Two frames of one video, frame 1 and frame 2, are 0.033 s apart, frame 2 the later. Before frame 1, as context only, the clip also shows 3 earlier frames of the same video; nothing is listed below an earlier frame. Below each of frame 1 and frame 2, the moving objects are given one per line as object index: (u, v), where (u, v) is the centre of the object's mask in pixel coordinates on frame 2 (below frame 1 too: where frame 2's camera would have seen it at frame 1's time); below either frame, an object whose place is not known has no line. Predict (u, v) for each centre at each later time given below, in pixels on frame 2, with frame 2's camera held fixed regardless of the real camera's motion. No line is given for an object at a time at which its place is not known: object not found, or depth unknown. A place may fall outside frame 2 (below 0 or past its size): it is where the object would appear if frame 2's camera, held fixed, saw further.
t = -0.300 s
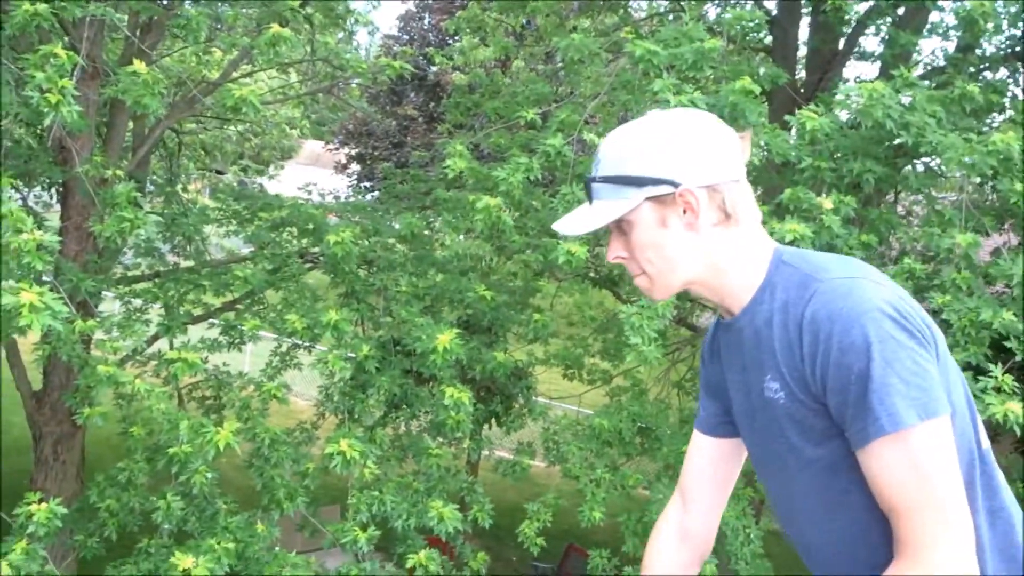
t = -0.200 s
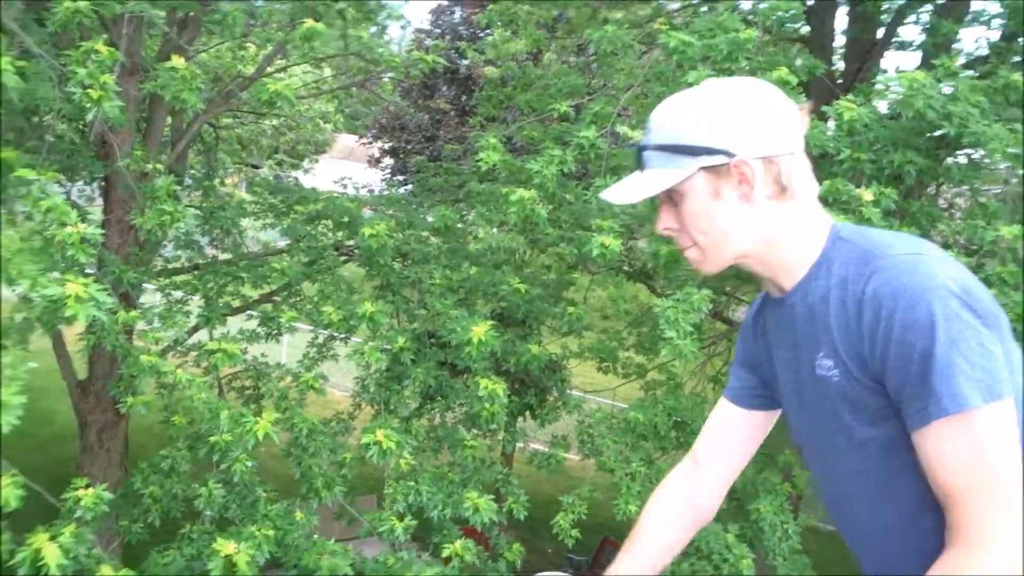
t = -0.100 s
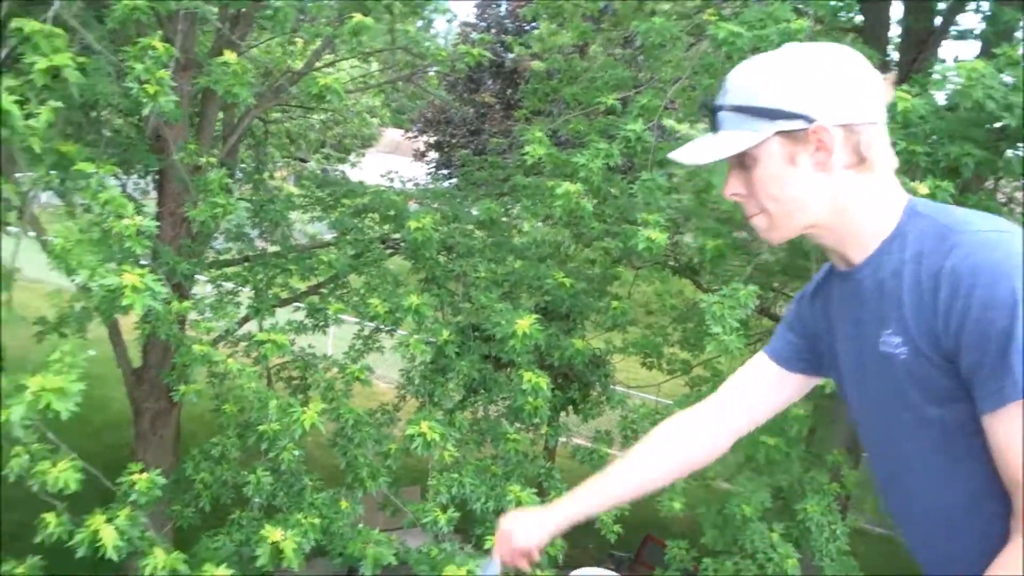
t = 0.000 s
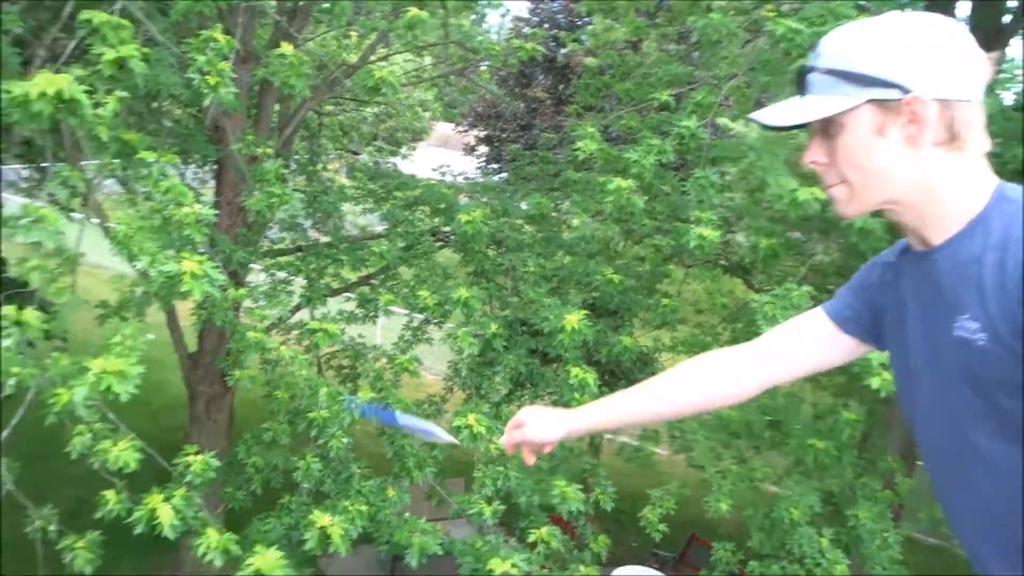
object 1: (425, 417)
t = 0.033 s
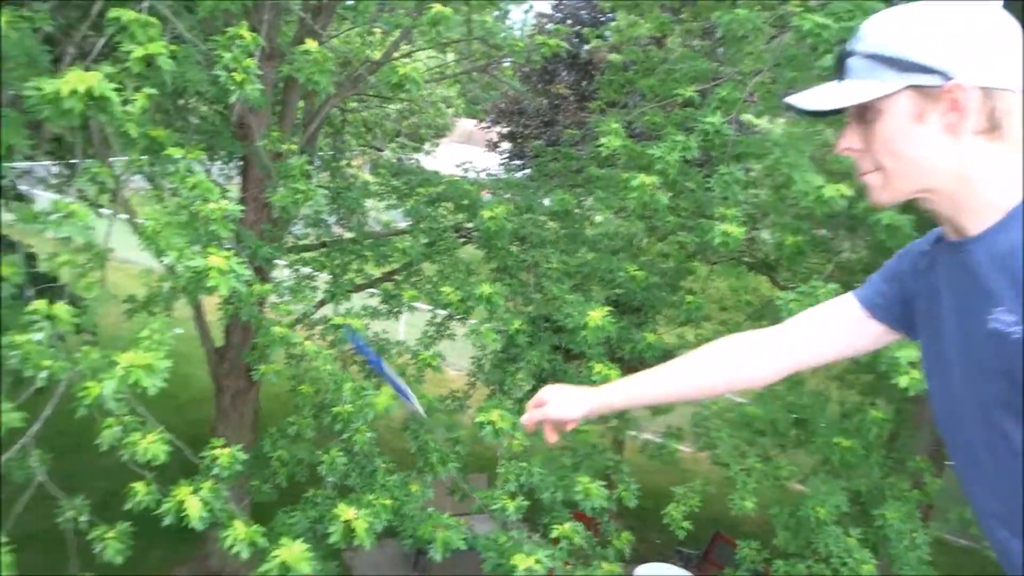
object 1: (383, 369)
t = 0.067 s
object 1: (343, 328)
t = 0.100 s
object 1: (306, 293)
